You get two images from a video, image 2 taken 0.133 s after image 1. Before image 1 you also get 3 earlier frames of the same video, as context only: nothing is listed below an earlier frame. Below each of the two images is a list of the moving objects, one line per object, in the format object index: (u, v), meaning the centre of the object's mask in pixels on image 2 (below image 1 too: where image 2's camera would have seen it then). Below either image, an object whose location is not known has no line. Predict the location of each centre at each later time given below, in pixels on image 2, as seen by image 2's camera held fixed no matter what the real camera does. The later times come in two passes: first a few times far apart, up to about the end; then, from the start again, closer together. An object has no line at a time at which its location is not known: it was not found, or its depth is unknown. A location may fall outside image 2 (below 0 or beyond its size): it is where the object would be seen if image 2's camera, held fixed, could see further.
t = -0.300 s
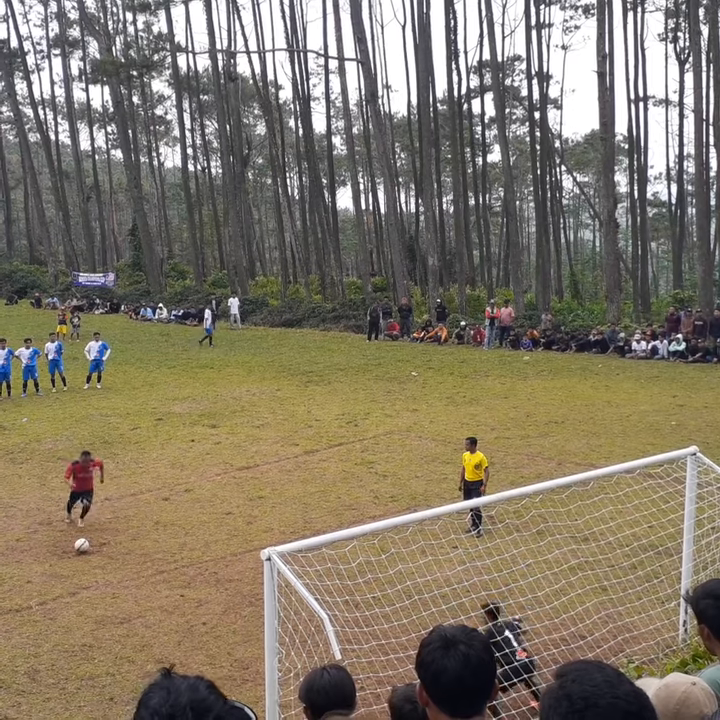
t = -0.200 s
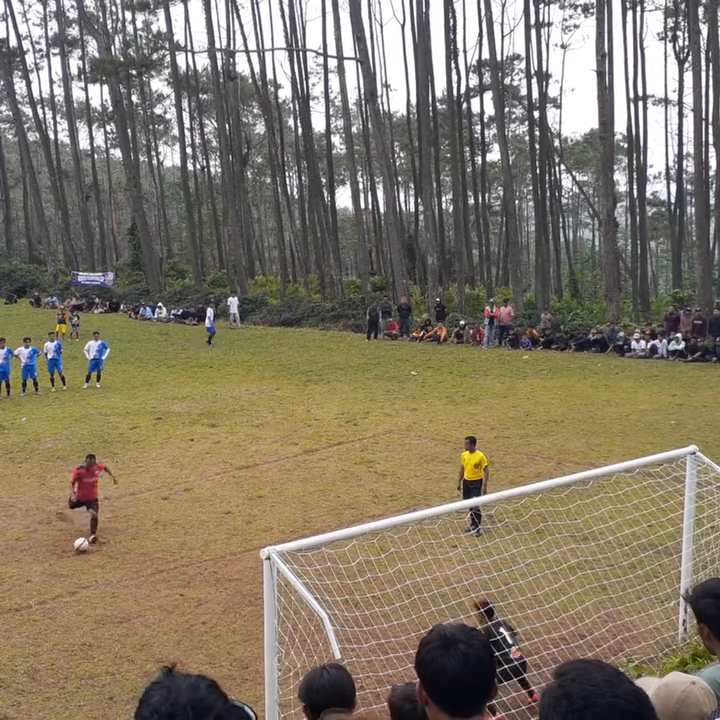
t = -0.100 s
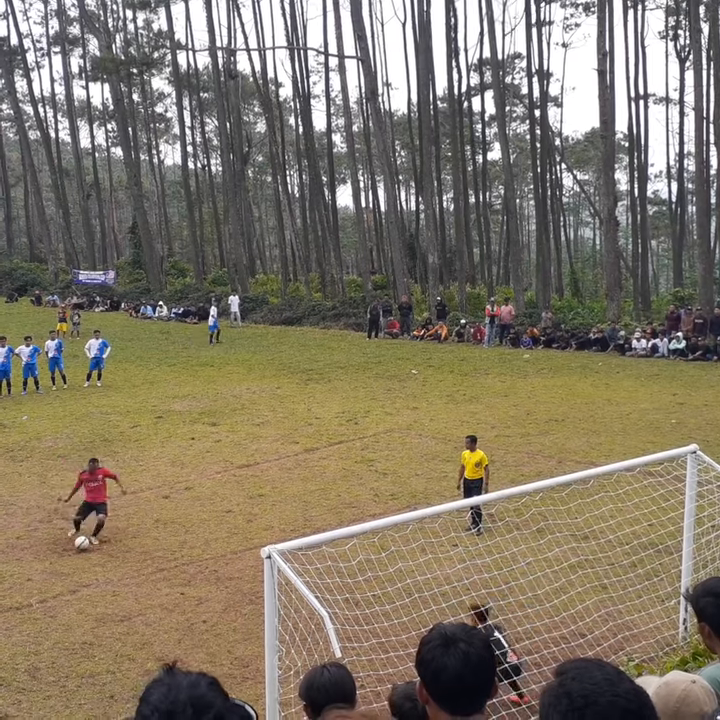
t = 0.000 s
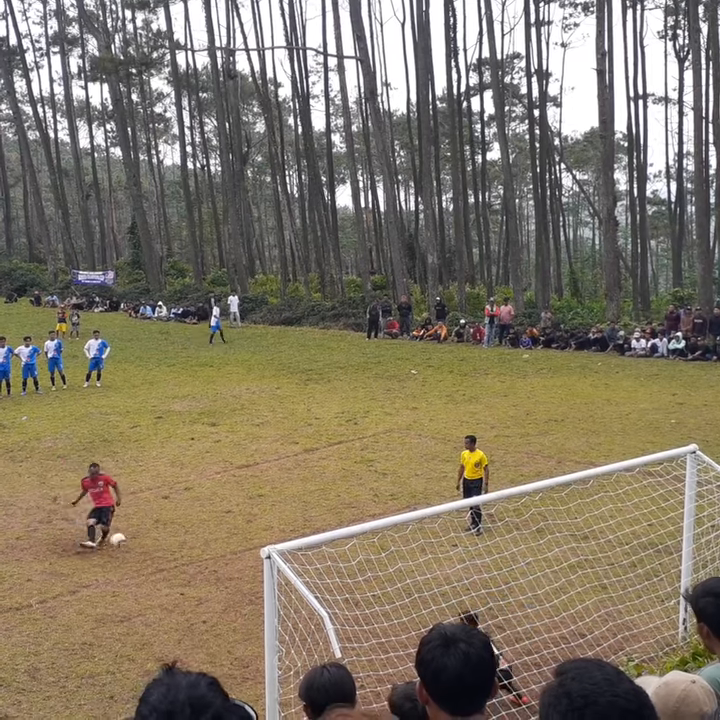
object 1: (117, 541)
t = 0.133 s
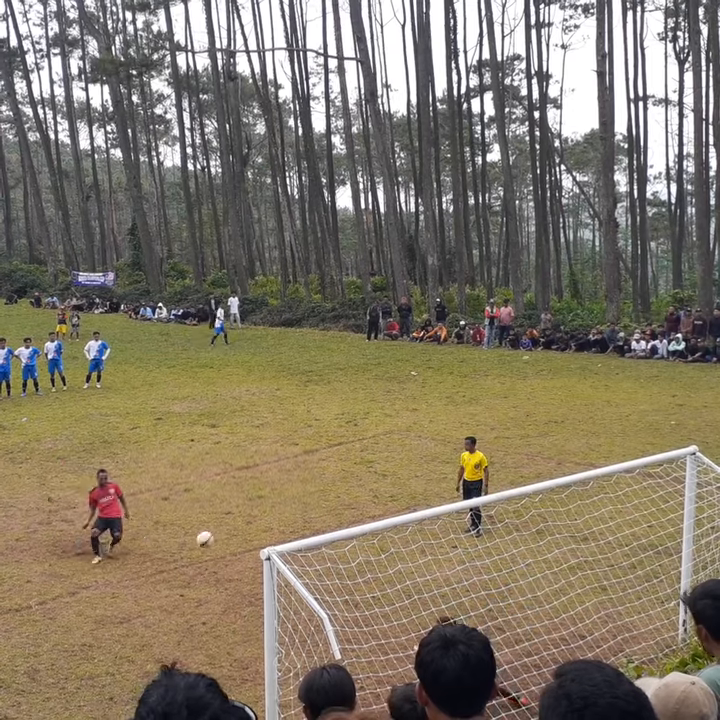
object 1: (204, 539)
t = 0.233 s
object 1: (287, 539)
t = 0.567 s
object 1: (502, 610)
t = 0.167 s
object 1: (230, 539)
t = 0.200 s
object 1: (258, 541)
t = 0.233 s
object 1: (287, 539)
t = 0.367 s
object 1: (431, 561)
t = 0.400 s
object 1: (473, 567)
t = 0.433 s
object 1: (502, 570)
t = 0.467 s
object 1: (508, 569)
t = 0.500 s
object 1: (507, 577)
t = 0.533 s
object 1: (507, 594)
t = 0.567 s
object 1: (502, 610)
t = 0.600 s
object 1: (497, 630)
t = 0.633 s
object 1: (496, 649)
